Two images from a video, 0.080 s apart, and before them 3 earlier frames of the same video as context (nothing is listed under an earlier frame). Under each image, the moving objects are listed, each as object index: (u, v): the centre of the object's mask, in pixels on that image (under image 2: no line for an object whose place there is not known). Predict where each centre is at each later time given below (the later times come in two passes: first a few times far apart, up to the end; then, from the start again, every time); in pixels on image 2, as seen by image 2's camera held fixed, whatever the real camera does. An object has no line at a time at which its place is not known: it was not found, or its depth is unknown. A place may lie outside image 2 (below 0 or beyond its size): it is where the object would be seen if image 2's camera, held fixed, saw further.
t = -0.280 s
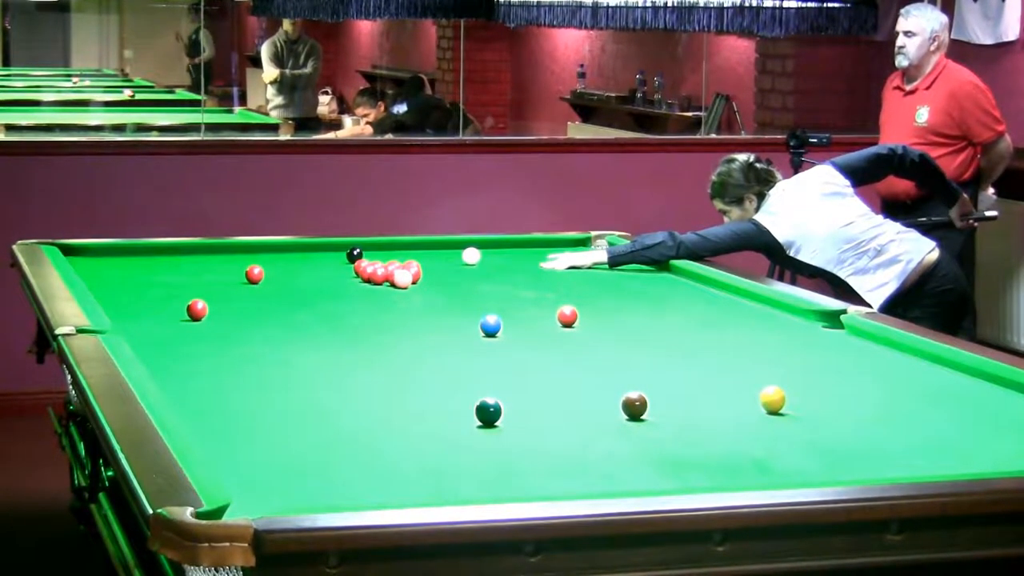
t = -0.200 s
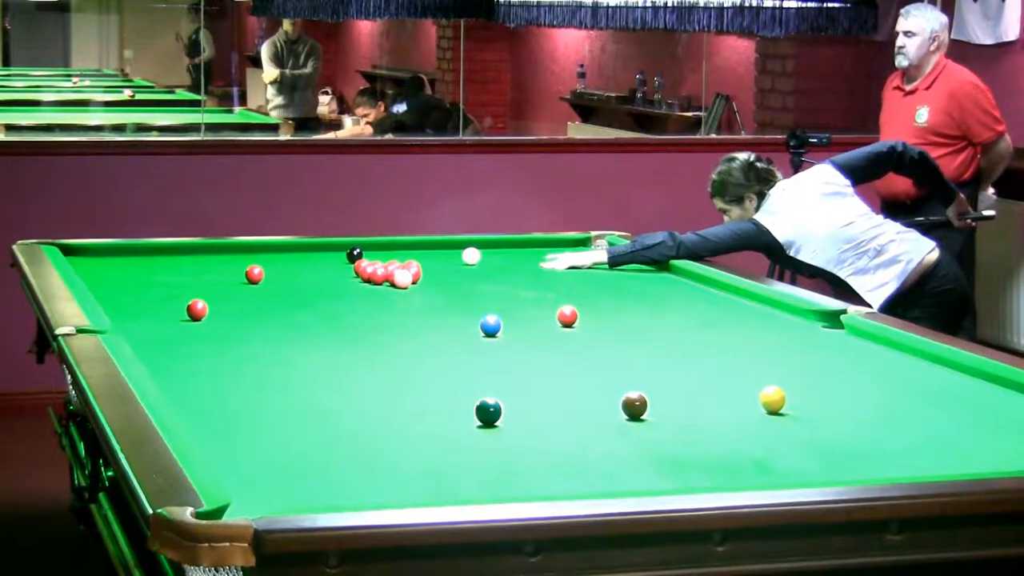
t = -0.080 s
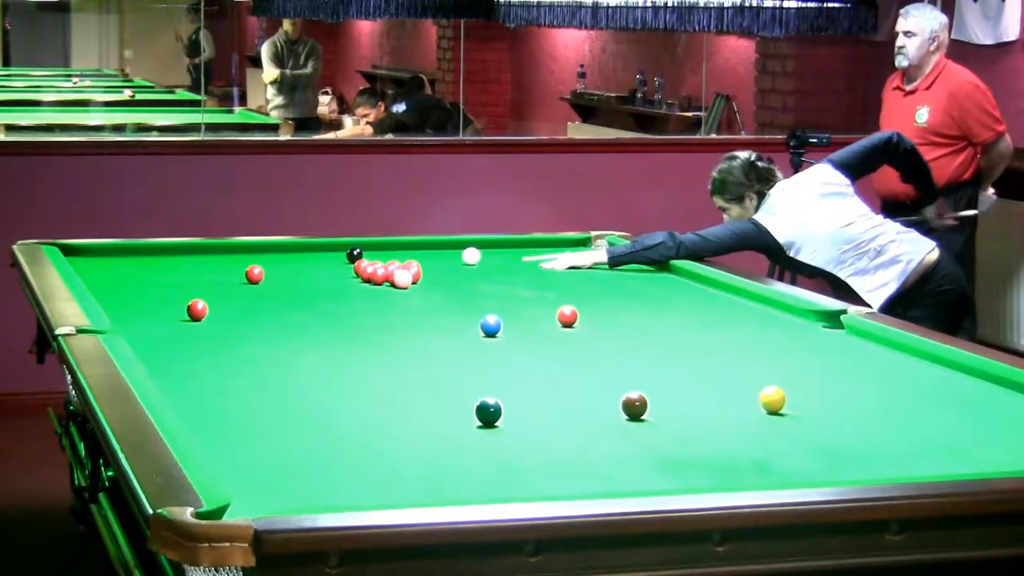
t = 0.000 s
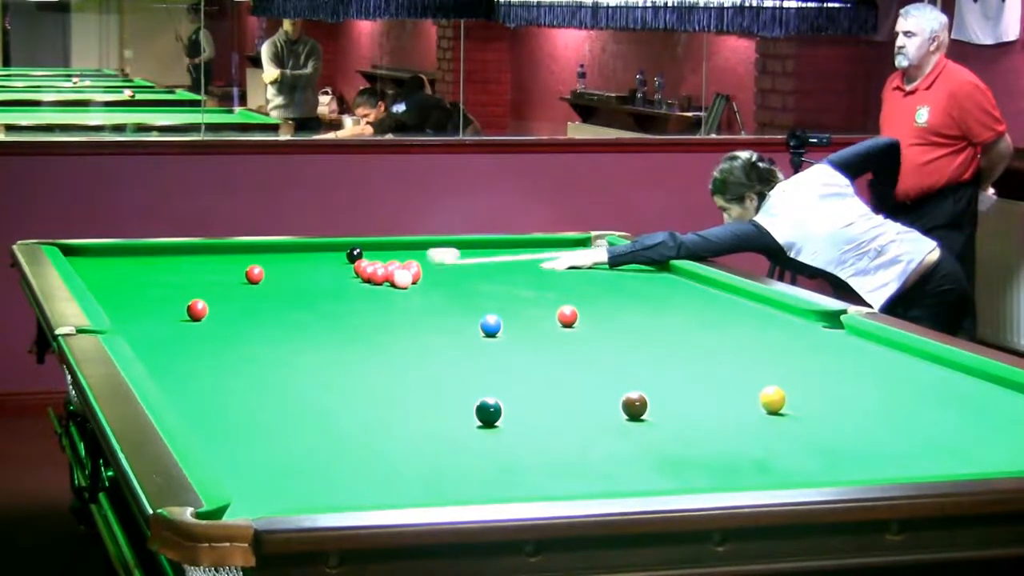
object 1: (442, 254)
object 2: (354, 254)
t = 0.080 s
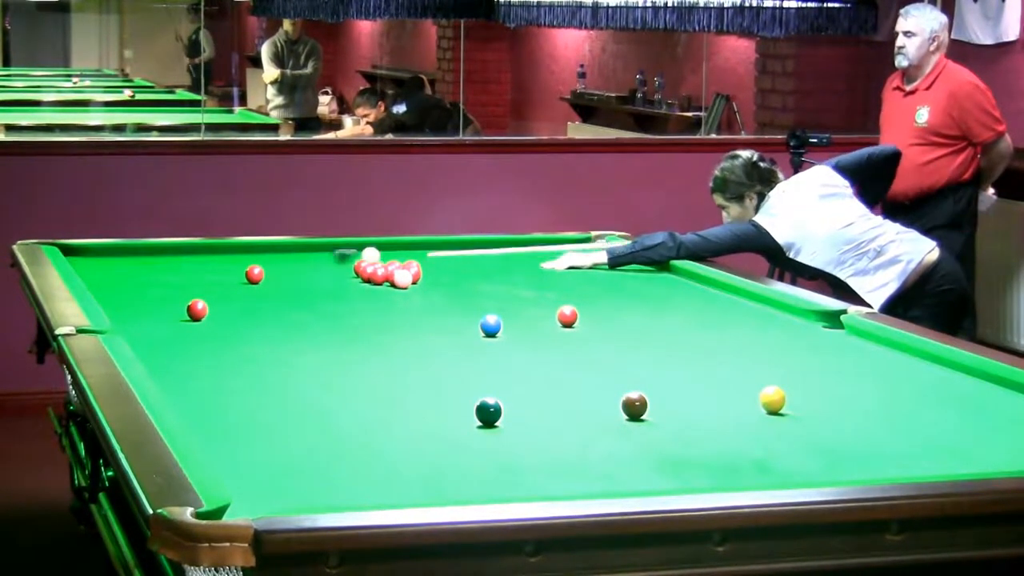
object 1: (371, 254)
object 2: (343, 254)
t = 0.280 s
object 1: (375, 255)
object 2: (161, 251)
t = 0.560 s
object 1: (428, 259)
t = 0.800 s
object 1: (479, 261)
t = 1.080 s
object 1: (537, 264)
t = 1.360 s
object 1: (593, 265)
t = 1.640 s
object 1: (647, 268)
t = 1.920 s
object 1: (671, 270)
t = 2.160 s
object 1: (655, 273)
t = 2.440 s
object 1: (636, 275)
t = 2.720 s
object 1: (619, 278)
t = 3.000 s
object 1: (604, 279)
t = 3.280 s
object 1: (589, 282)
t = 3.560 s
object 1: (576, 283)
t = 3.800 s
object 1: (566, 285)
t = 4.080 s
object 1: (555, 286)
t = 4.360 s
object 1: (546, 288)
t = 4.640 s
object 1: (538, 289)
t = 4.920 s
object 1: (532, 289)
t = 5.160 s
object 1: (529, 290)
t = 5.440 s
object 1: (526, 290)
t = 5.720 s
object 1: (525, 290)
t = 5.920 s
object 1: (525, 290)
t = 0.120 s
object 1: (368, 254)
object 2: (304, 254)
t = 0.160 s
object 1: (368, 254)
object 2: (266, 253)
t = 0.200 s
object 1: (368, 254)
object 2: (230, 253)
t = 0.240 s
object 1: (371, 255)
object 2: (195, 253)
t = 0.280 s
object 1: (375, 255)
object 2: (161, 251)
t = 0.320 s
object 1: (380, 256)
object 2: (128, 250)
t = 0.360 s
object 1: (386, 256)
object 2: (95, 250)
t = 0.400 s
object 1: (394, 256)
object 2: (68, 249)
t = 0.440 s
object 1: (402, 257)
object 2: (62, 249)
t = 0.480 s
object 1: (411, 256)
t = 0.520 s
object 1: (420, 258)
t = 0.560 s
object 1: (428, 259)
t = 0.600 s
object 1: (437, 259)
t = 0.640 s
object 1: (446, 260)
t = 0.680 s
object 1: (454, 260)
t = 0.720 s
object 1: (463, 260)
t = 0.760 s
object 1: (471, 261)
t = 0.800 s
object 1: (479, 261)
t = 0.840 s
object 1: (488, 261)
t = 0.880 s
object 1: (496, 262)
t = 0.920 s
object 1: (504, 262)
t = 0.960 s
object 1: (513, 262)
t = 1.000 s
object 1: (521, 263)
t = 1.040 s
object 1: (529, 263)
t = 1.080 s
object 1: (537, 264)
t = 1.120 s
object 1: (545, 264)
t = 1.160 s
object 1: (554, 264)
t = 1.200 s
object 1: (561, 264)
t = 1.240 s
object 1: (569, 265)
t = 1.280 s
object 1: (577, 265)
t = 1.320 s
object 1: (585, 265)
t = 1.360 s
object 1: (593, 265)
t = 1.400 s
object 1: (601, 266)
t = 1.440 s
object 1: (609, 266)
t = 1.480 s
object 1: (616, 266)
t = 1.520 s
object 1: (624, 267)
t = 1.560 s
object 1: (632, 267)
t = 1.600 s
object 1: (639, 268)
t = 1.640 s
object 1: (647, 268)
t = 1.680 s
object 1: (655, 268)
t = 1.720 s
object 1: (662, 269)
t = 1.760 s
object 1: (670, 269)
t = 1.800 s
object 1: (677, 269)
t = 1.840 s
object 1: (677, 270)
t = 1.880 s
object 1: (674, 270)
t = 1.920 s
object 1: (671, 270)
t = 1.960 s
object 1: (669, 271)
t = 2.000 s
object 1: (665, 271)
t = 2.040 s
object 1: (663, 272)
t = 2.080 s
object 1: (660, 272)
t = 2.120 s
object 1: (657, 272)
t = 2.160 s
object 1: (655, 273)
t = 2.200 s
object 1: (652, 273)
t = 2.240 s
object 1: (649, 274)
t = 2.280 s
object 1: (646, 274)
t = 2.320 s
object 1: (644, 274)
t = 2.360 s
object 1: (642, 274)
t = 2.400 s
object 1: (639, 274)
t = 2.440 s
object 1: (636, 275)
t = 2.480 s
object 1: (634, 275)
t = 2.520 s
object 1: (631, 276)
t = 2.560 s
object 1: (629, 276)
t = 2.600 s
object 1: (626, 276)
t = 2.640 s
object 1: (624, 277)
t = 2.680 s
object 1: (621, 277)
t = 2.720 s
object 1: (619, 278)
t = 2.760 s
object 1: (617, 278)
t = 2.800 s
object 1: (615, 278)
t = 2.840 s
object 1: (612, 278)
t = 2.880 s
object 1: (610, 279)
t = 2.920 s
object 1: (608, 279)
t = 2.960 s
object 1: (606, 279)
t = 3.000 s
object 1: (604, 279)
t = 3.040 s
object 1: (601, 280)
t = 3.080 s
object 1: (599, 280)
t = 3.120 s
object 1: (597, 281)
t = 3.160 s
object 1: (595, 281)
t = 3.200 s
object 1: (593, 281)
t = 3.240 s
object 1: (591, 281)
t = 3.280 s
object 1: (589, 282)
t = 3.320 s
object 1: (587, 282)
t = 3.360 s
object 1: (585, 282)
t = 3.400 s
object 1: (583, 283)
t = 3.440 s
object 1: (581, 283)
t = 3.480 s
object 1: (579, 283)
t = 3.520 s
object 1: (578, 283)
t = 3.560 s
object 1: (576, 283)
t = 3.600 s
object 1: (574, 284)
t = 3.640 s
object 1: (572, 284)
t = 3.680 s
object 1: (571, 284)
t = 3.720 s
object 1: (569, 284)
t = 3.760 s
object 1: (567, 285)
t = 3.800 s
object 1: (566, 285)
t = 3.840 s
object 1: (564, 285)
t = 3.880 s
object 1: (562, 285)
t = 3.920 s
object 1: (561, 285)
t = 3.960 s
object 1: (559, 286)
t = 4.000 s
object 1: (558, 286)
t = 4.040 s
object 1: (556, 286)
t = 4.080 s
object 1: (555, 286)
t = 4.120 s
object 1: (554, 286)
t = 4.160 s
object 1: (552, 287)
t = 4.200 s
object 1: (551, 287)
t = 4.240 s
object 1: (550, 287)
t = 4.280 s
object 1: (548, 287)
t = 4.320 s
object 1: (547, 287)
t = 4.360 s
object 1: (546, 288)
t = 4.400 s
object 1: (544, 288)
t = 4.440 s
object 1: (544, 288)
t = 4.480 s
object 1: (542, 288)
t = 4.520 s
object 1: (541, 288)
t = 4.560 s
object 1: (540, 288)
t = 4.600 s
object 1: (539, 288)
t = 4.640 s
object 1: (538, 289)
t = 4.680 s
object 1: (537, 288)
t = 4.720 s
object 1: (536, 289)
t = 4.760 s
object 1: (535, 289)
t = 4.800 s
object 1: (534, 289)
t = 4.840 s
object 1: (534, 289)
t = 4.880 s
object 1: (533, 289)
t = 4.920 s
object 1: (532, 289)
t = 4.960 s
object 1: (531, 289)
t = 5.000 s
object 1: (531, 290)
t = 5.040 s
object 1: (530, 289)
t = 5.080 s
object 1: (529, 290)
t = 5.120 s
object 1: (529, 290)
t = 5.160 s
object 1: (529, 290)
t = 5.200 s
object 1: (528, 290)
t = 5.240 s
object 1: (528, 290)
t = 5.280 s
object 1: (527, 290)
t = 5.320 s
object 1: (527, 290)
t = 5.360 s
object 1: (526, 290)
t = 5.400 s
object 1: (526, 290)
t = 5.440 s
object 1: (526, 290)
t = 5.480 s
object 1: (525, 290)
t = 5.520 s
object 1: (525, 290)
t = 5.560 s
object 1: (525, 290)
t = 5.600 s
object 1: (525, 290)
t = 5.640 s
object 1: (525, 290)
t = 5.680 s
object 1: (525, 290)
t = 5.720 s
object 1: (525, 290)
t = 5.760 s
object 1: (525, 290)
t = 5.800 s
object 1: (525, 290)
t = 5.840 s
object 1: (525, 290)
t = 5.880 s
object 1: (525, 290)
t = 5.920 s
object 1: (525, 290)
